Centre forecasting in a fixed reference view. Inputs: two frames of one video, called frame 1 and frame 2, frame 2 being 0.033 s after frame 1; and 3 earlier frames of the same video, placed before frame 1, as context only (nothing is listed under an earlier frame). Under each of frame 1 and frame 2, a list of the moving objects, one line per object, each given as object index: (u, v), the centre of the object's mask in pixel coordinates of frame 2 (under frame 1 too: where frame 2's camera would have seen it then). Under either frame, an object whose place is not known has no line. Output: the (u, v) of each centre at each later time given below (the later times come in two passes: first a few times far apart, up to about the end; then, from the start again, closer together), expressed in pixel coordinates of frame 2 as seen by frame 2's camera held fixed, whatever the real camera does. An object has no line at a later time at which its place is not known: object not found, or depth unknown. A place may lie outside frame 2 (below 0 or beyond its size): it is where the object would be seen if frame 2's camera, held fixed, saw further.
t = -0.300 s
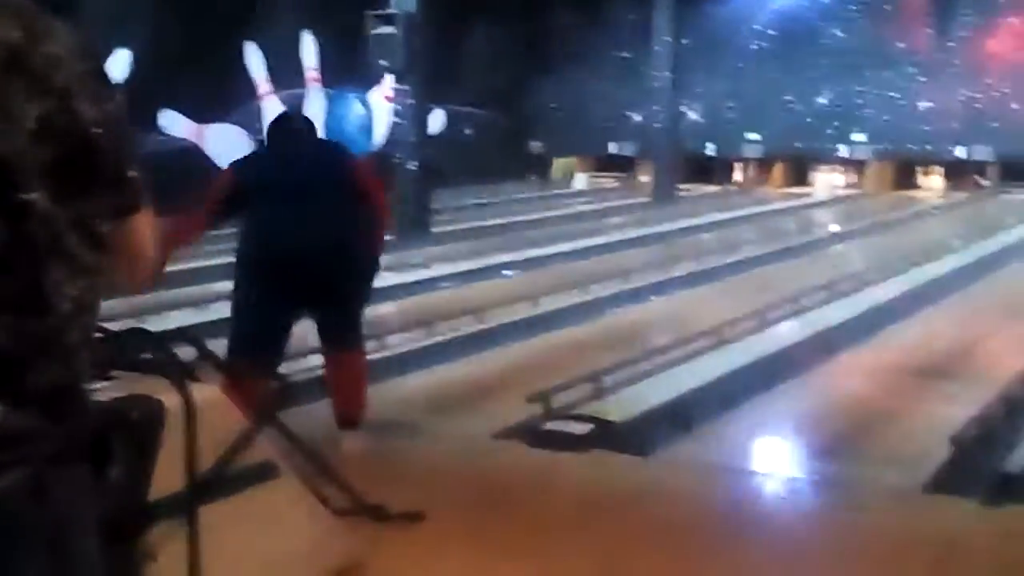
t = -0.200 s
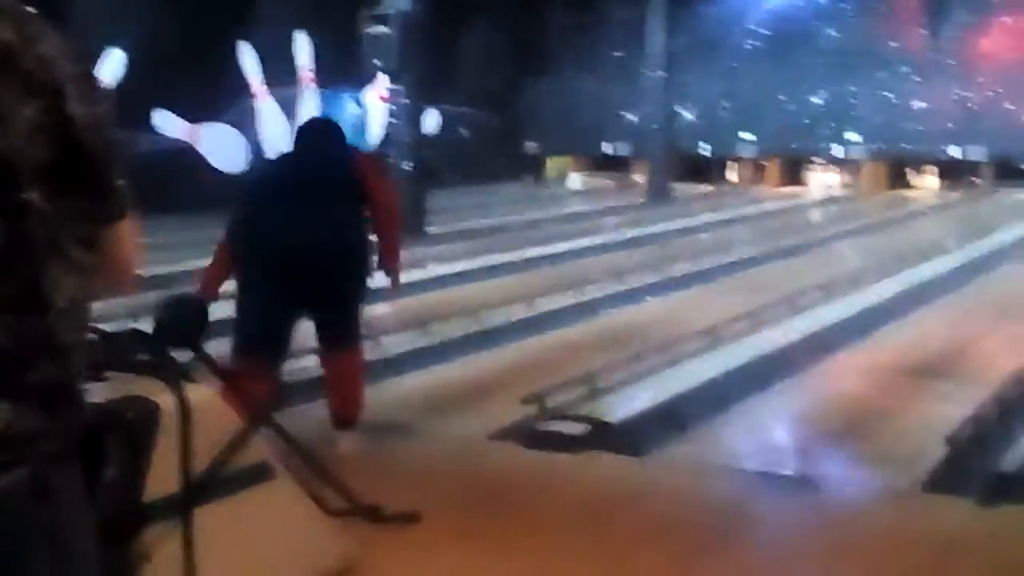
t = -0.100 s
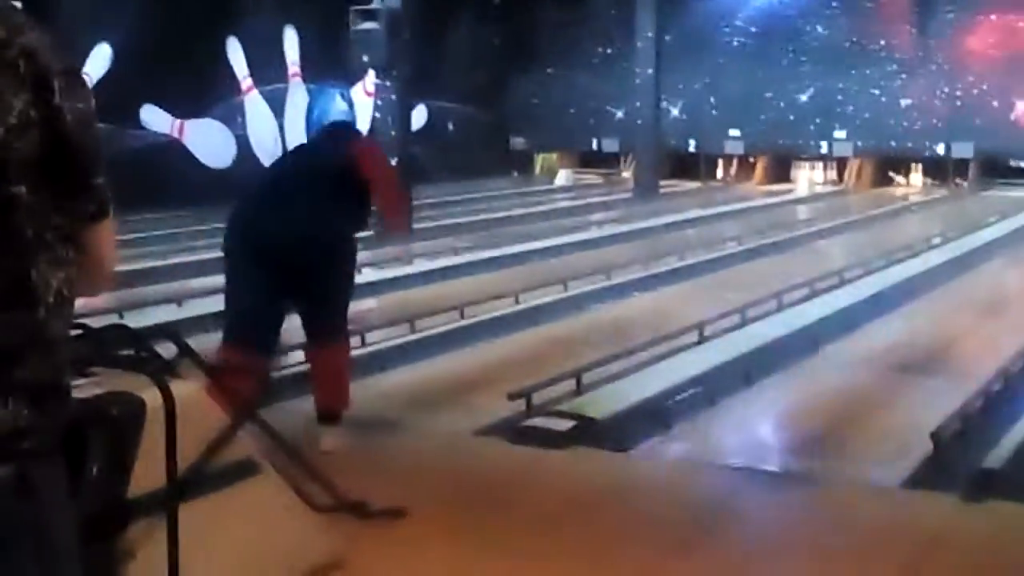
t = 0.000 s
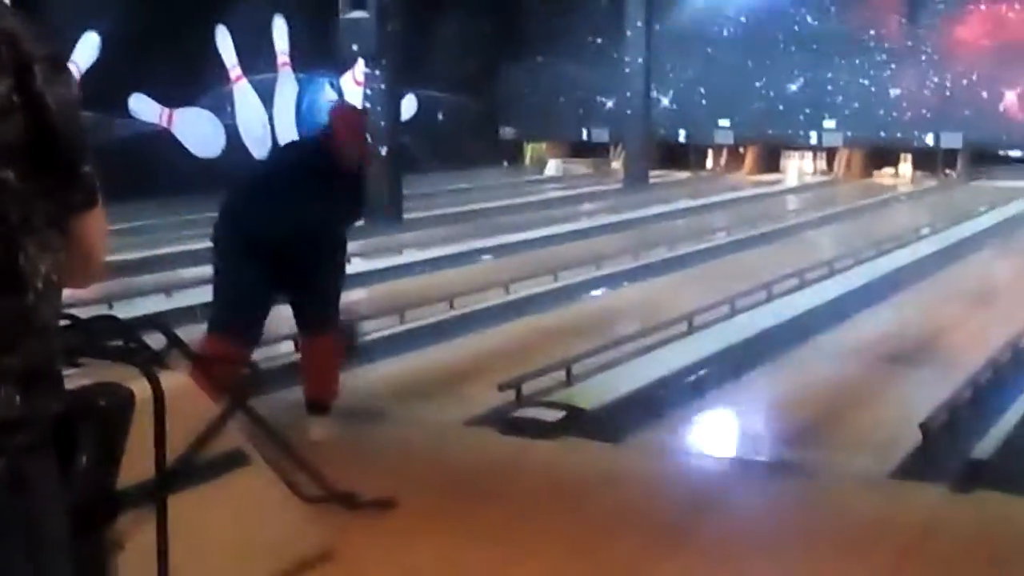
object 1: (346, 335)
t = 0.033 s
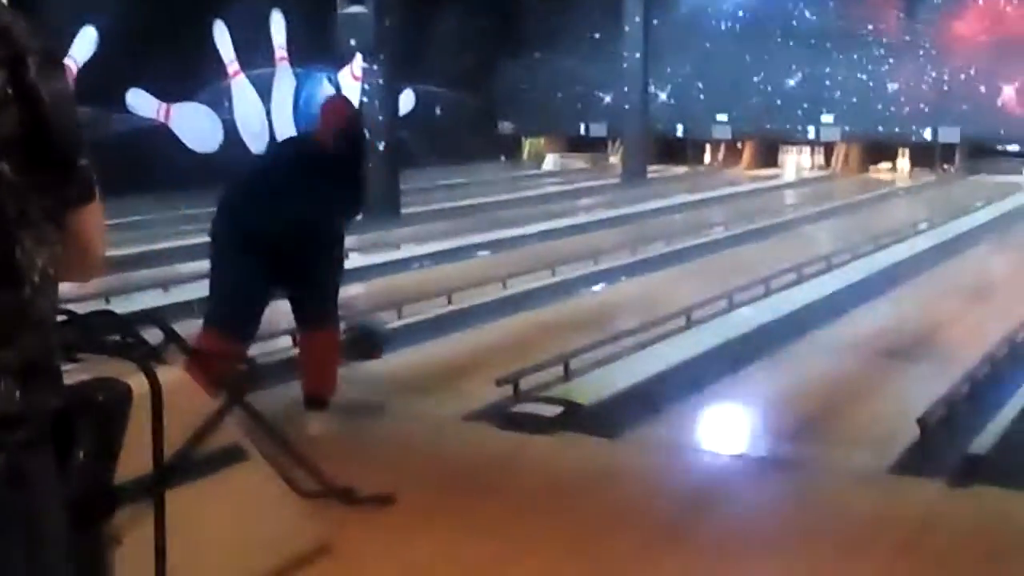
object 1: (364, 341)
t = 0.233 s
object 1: (504, 316)
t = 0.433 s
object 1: (603, 288)
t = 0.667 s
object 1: (691, 262)
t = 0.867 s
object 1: (749, 245)
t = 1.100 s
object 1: (803, 229)
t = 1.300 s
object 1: (843, 218)
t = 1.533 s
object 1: (883, 207)
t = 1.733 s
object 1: (906, 199)
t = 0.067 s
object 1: (387, 346)
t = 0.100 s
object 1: (416, 344)
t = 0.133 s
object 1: (442, 335)
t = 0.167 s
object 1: (463, 330)
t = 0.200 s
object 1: (482, 325)
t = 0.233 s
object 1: (504, 316)
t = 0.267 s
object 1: (524, 313)
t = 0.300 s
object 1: (541, 305)
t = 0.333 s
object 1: (559, 302)
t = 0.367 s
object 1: (577, 297)
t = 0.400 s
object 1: (590, 293)
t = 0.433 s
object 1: (603, 288)
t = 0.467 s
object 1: (617, 283)
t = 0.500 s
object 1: (631, 281)
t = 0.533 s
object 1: (645, 275)
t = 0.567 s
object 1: (655, 272)
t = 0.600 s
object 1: (668, 270)
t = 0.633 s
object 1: (681, 265)
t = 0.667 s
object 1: (691, 262)
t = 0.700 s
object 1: (701, 259)
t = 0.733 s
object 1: (712, 257)
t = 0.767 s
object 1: (721, 254)
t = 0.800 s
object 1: (732, 252)
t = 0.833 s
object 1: (742, 249)
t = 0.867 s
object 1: (749, 245)
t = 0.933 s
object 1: (768, 240)
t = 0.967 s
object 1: (775, 238)
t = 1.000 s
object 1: (783, 236)
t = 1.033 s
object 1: (790, 233)
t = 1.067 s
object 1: (796, 231)
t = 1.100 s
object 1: (803, 229)
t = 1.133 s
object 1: (811, 226)
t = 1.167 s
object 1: (817, 225)
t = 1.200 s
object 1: (823, 224)
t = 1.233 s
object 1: (831, 221)
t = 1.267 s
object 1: (836, 220)
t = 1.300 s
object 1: (843, 218)
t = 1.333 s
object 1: (849, 217)
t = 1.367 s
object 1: (855, 215)
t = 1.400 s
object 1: (862, 212)
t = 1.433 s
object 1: (865, 213)
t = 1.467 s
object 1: (871, 213)
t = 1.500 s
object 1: (876, 210)
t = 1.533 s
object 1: (883, 207)
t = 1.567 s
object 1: (887, 204)
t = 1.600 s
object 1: (889, 205)
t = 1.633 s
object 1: (894, 204)
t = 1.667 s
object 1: (899, 201)
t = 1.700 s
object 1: (903, 200)
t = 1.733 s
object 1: (906, 199)
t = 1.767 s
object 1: (909, 199)
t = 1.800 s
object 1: (913, 195)
